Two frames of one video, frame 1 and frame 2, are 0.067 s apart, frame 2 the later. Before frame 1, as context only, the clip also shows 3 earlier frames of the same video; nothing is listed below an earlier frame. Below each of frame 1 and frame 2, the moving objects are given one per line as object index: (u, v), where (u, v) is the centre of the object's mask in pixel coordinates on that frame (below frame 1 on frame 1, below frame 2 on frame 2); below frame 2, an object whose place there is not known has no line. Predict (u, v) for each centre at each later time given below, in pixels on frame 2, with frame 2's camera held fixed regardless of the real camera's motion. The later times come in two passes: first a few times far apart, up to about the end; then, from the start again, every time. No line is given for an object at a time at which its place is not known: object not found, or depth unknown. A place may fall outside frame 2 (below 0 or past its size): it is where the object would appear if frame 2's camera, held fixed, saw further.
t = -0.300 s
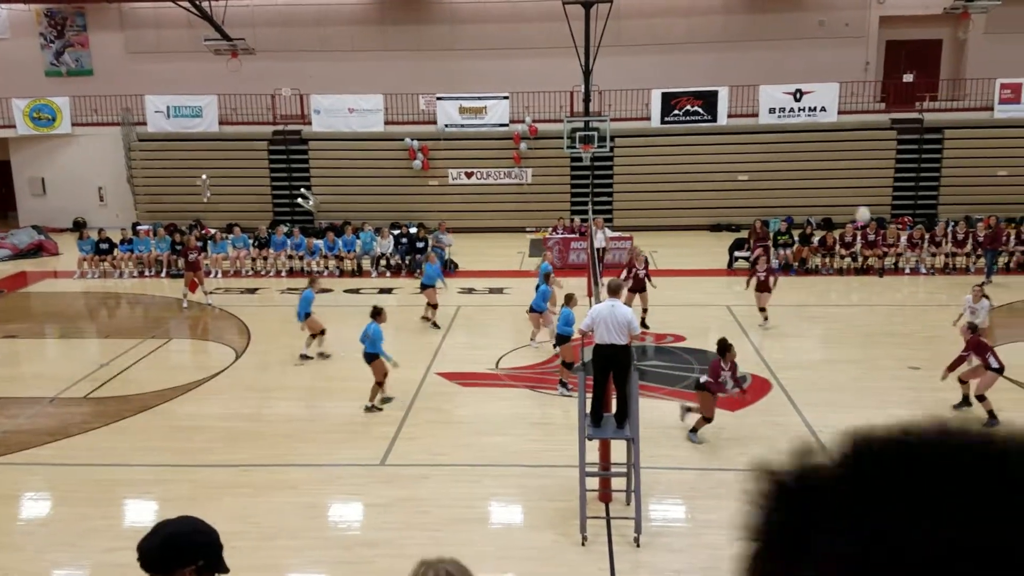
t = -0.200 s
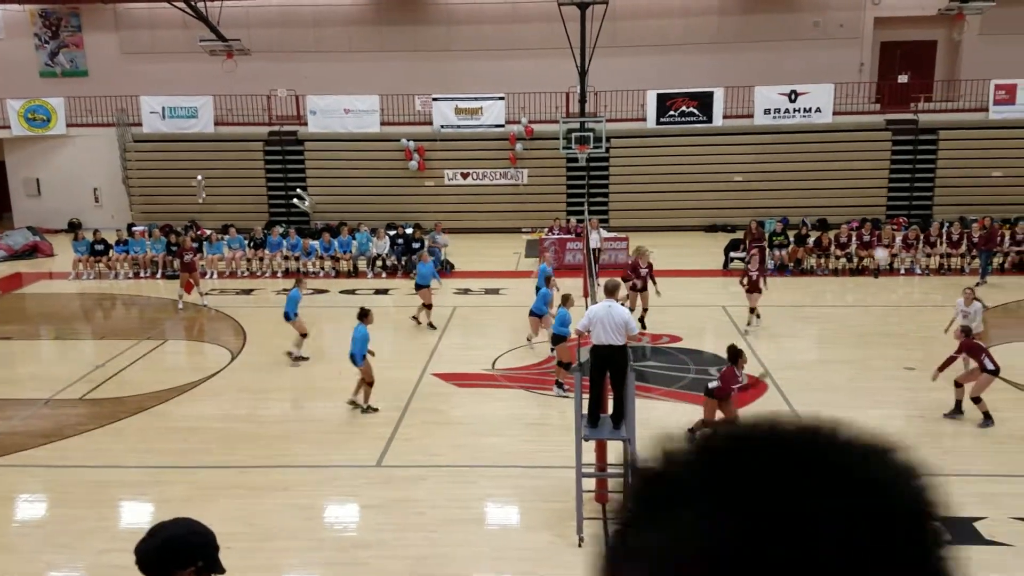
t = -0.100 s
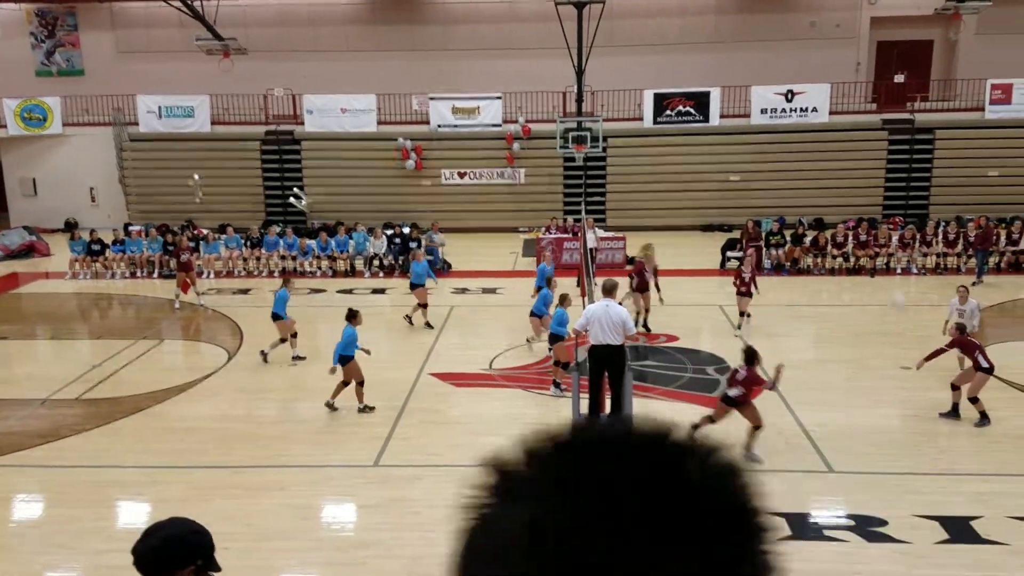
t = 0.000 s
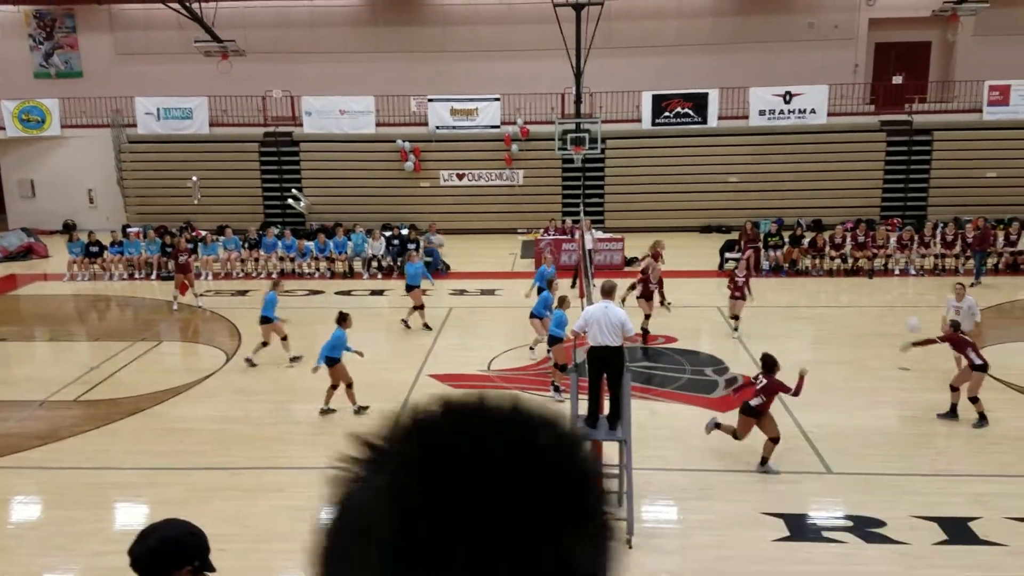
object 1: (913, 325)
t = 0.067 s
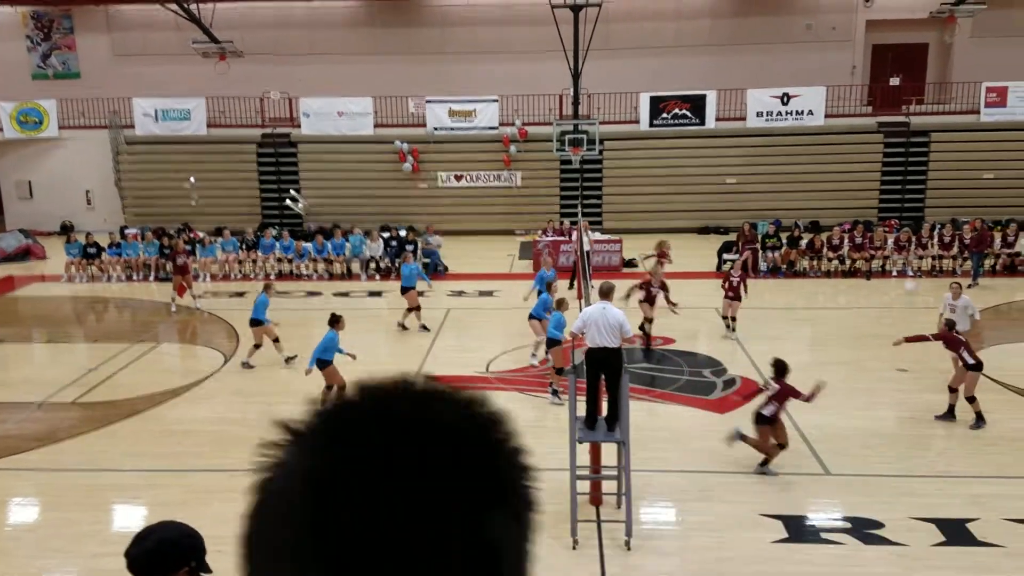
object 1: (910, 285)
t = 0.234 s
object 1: (906, 205)
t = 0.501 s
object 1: (900, 108)
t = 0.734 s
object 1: (891, 62)
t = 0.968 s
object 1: (879, 53)
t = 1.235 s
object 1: (861, 89)
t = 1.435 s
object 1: (843, 147)
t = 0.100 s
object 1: (910, 270)
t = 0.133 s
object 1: (909, 253)
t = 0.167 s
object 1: (908, 237)
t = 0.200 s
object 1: (907, 220)
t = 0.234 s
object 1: (906, 205)
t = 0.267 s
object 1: (906, 191)
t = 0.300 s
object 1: (905, 177)
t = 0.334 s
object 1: (904, 164)
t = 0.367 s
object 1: (903, 151)
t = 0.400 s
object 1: (902, 139)
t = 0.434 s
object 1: (901, 129)
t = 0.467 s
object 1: (901, 118)
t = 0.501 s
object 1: (900, 108)
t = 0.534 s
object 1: (899, 100)
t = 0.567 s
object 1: (897, 92)
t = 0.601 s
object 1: (896, 84)
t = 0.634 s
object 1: (895, 77)
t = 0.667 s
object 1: (894, 73)
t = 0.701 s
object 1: (892, 66)
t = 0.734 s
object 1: (891, 62)
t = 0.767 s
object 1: (890, 58)
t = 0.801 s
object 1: (888, 56)
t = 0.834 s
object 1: (886, 54)
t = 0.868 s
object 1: (884, 52)
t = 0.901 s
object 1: (883, 52)
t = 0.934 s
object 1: (881, 52)
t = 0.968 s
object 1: (879, 53)
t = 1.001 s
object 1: (877, 55)
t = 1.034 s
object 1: (875, 58)
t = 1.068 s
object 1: (873, 61)
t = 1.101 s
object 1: (870, 65)
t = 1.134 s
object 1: (868, 70)
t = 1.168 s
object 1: (866, 76)
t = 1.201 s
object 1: (863, 82)
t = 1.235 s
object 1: (861, 89)
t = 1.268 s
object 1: (858, 98)
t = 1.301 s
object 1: (855, 107)
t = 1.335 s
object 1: (852, 113)
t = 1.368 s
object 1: (849, 126)
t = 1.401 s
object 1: (846, 136)
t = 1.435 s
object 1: (843, 147)
